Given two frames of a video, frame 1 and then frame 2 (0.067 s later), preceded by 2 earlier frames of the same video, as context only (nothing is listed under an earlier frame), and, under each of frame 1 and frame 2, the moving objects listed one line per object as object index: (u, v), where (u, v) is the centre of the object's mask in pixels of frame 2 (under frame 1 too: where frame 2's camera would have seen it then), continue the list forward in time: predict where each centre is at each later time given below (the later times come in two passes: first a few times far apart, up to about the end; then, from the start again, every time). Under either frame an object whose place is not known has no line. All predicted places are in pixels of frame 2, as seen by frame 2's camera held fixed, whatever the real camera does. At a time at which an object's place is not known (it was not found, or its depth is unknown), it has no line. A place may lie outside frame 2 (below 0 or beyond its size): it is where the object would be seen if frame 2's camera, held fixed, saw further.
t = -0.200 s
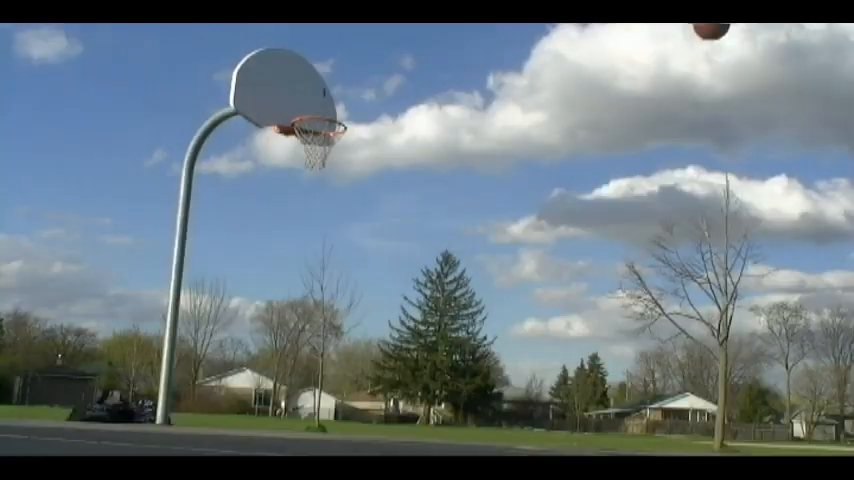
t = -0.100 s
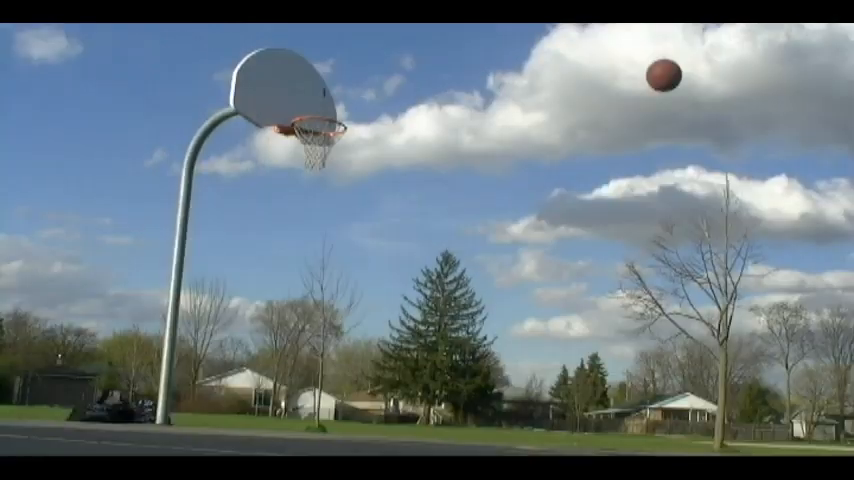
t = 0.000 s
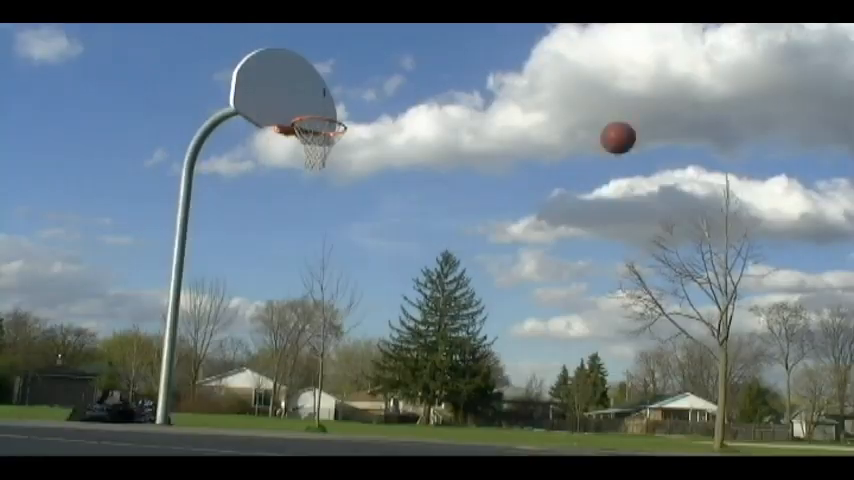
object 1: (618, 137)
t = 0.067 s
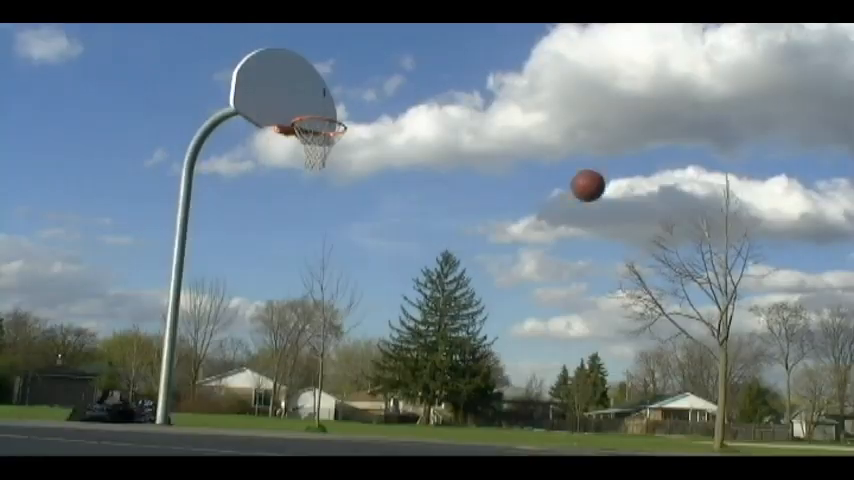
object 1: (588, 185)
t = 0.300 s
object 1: (484, 388)
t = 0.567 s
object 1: (455, 281)
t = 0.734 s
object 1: (445, 213)
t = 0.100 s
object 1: (573, 211)
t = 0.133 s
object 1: (558, 238)
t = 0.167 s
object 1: (543, 266)
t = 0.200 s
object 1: (529, 295)
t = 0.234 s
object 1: (514, 325)
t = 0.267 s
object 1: (500, 357)
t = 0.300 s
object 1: (484, 388)
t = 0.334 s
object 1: (471, 421)
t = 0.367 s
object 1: (465, 413)
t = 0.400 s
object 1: (462, 385)
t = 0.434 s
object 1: (462, 361)
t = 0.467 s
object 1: (460, 340)
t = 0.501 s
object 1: (459, 318)
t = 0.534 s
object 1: (456, 299)
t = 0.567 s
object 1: (455, 281)
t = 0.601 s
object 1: (453, 264)
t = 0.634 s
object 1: (451, 249)
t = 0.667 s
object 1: (449, 236)
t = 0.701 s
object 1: (447, 224)
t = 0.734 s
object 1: (445, 213)
